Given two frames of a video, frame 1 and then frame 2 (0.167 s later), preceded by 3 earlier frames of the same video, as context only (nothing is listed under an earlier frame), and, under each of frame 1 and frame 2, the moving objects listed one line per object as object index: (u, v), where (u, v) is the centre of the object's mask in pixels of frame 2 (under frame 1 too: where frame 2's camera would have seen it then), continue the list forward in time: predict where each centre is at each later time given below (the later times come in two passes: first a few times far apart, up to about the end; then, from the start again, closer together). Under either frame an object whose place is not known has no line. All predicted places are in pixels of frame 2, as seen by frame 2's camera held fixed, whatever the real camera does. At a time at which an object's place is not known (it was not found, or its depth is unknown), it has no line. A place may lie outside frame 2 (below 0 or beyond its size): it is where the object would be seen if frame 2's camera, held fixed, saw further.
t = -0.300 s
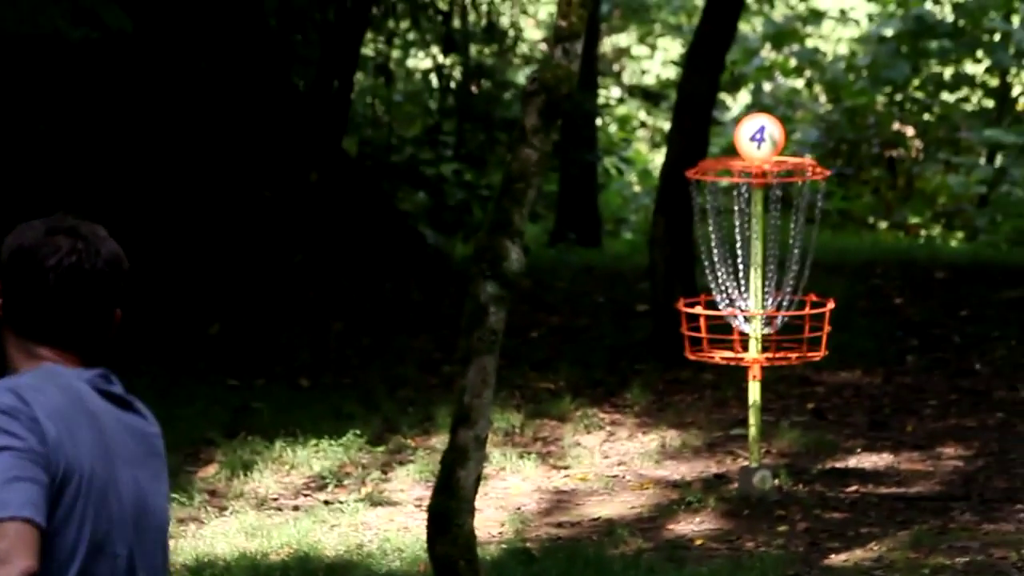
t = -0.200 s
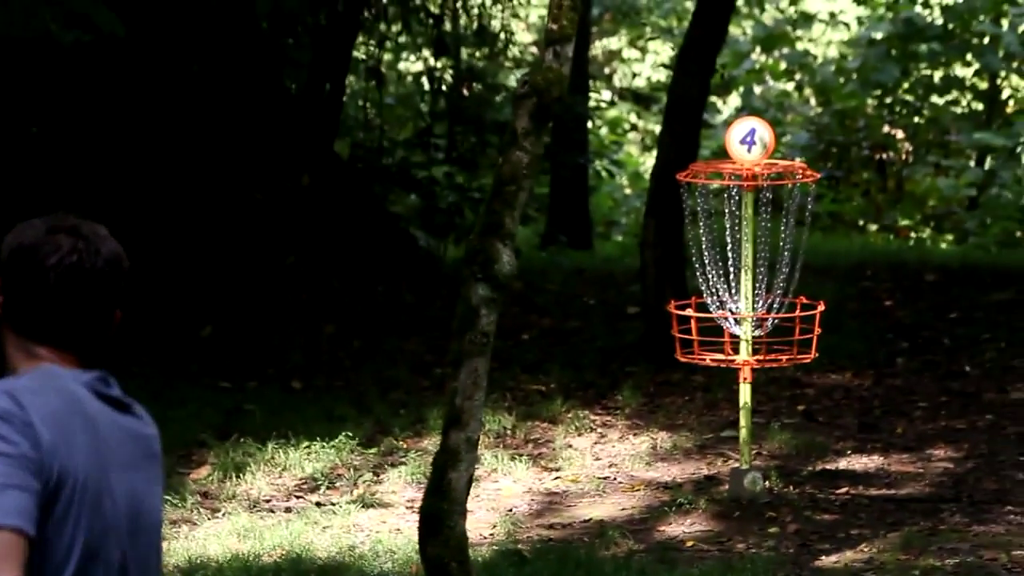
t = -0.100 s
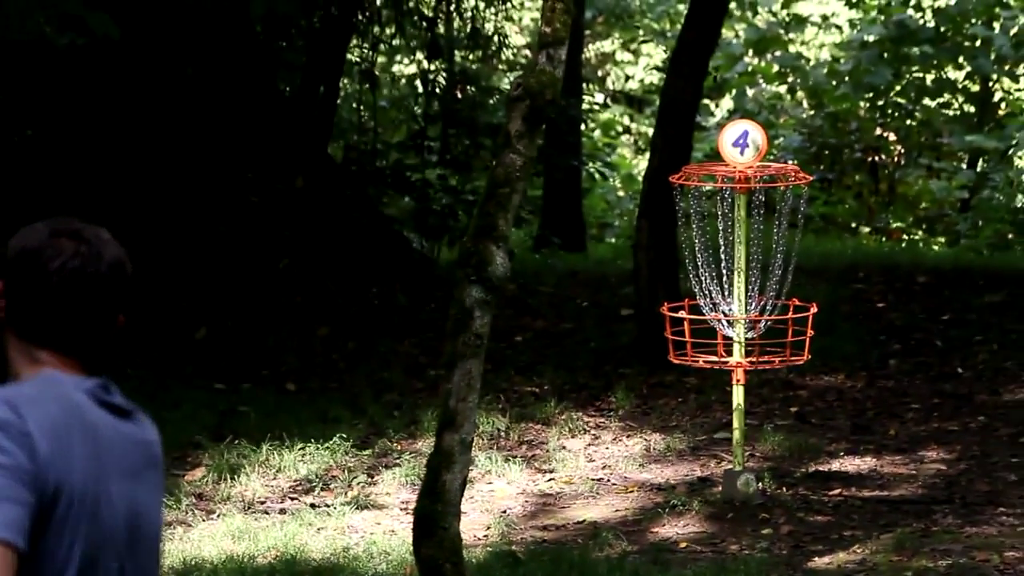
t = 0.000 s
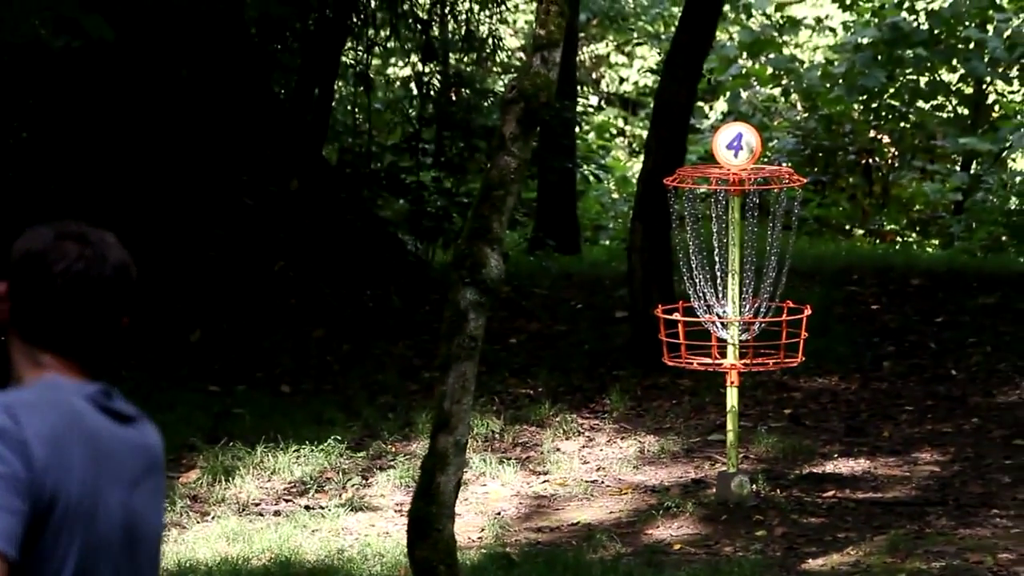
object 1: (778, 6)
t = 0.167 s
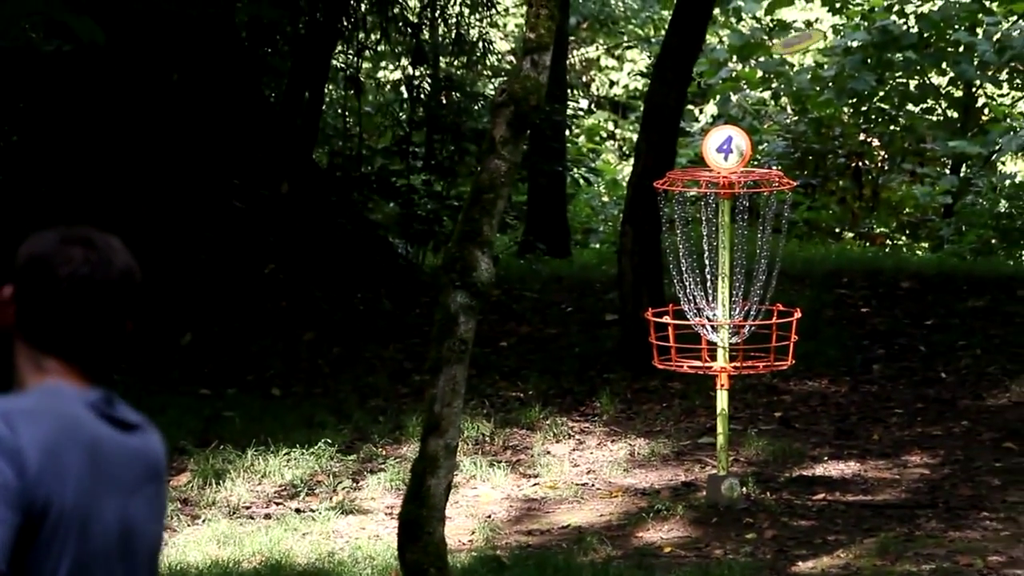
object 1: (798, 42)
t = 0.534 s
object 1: (747, 180)
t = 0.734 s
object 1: (633, 341)
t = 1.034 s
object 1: (551, 494)
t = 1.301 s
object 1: (594, 506)
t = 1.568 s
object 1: (581, 505)
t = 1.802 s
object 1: (578, 515)
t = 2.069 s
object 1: (578, 515)
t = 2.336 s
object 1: (577, 515)
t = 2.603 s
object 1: (577, 515)
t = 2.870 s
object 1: (577, 514)
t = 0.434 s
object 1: (773, 137)
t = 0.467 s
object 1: (766, 151)
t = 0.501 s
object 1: (759, 164)
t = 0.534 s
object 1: (747, 180)
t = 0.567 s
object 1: (738, 196)
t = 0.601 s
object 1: (719, 219)
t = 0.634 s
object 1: (700, 245)
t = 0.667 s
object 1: (678, 276)
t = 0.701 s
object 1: (658, 306)
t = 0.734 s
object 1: (633, 341)
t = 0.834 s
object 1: (564, 450)
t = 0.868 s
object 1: (538, 495)
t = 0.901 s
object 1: (529, 514)
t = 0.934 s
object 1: (534, 510)
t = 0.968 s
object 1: (540, 502)
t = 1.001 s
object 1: (545, 497)
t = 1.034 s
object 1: (551, 494)
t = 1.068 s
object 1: (557, 495)
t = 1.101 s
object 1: (562, 497)
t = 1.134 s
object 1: (568, 501)
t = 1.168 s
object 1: (574, 500)
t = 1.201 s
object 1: (579, 501)
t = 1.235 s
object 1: (585, 502)
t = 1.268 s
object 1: (589, 503)
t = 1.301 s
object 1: (594, 506)
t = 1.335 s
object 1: (597, 508)
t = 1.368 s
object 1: (600, 507)
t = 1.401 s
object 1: (598, 506)
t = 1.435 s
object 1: (593, 504)
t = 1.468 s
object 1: (589, 503)
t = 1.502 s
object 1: (586, 503)
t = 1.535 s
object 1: (583, 503)
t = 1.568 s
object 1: (581, 505)
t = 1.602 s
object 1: (578, 509)
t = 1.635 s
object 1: (579, 512)
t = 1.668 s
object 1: (578, 514)
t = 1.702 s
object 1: (579, 514)
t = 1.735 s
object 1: (579, 514)
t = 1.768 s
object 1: (578, 514)
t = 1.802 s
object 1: (578, 515)
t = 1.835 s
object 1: (578, 514)
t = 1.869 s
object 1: (578, 514)
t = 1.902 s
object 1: (578, 515)
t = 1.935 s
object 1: (577, 515)
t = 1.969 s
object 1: (578, 515)
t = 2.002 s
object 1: (577, 515)
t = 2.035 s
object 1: (578, 515)
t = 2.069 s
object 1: (578, 515)
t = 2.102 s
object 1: (577, 515)
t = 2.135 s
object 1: (577, 515)
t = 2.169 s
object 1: (577, 515)
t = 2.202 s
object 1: (577, 515)
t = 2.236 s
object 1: (577, 515)
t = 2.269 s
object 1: (577, 515)
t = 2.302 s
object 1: (577, 515)
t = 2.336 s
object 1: (577, 515)
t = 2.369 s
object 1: (577, 515)
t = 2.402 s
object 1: (577, 515)
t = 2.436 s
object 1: (577, 515)
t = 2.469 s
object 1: (577, 515)
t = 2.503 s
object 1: (577, 515)
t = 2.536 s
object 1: (577, 515)
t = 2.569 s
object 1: (577, 515)
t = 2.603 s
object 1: (577, 515)
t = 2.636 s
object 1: (577, 515)
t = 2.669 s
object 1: (577, 514)
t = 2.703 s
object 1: (577, 514)
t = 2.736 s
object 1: (577, 514)
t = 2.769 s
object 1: (577, 514)
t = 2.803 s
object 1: (577, 514)
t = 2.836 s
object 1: (577, 514)
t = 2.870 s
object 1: (577, 514)
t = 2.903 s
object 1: (577, 514)
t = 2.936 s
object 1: (577, 514)
